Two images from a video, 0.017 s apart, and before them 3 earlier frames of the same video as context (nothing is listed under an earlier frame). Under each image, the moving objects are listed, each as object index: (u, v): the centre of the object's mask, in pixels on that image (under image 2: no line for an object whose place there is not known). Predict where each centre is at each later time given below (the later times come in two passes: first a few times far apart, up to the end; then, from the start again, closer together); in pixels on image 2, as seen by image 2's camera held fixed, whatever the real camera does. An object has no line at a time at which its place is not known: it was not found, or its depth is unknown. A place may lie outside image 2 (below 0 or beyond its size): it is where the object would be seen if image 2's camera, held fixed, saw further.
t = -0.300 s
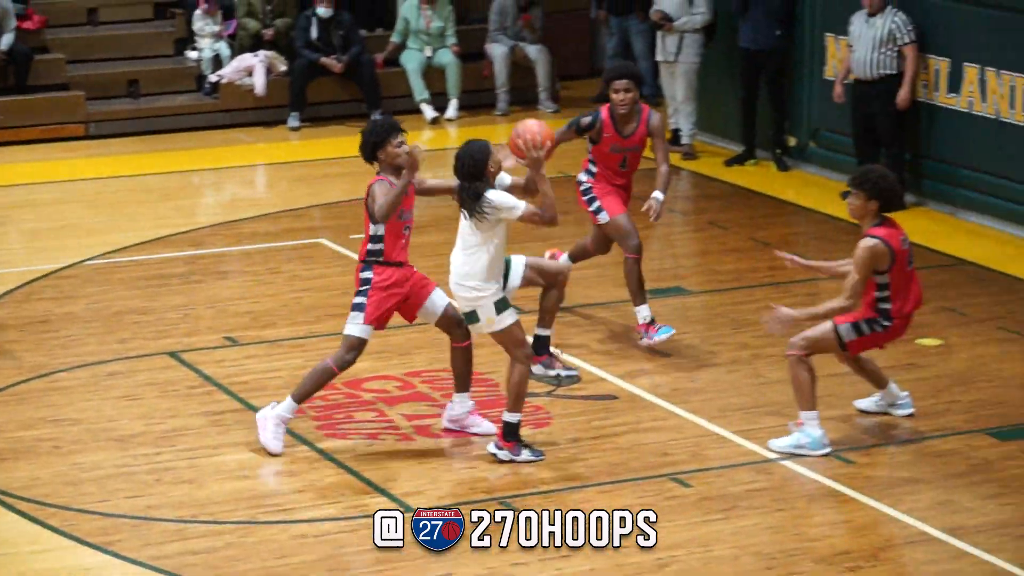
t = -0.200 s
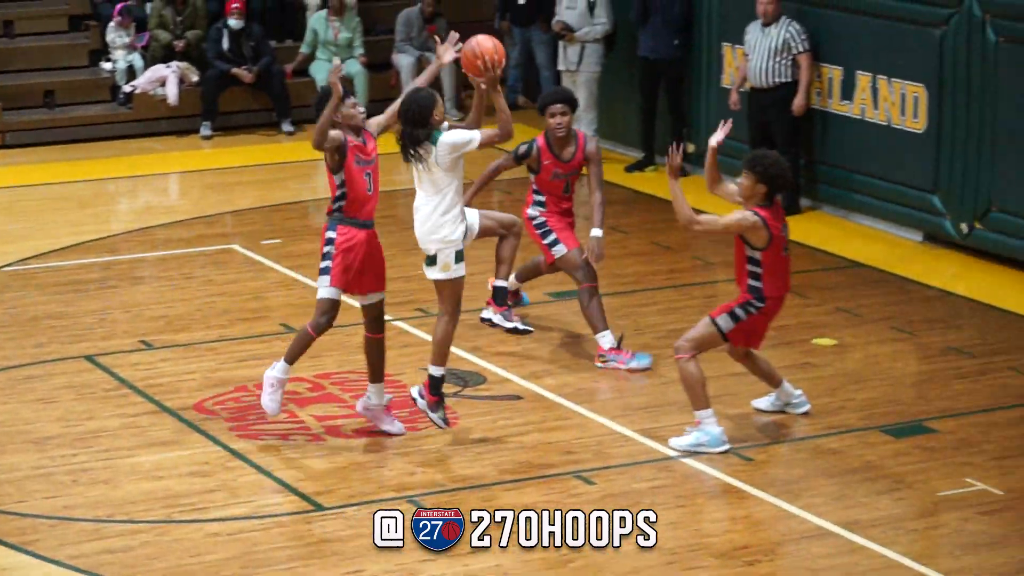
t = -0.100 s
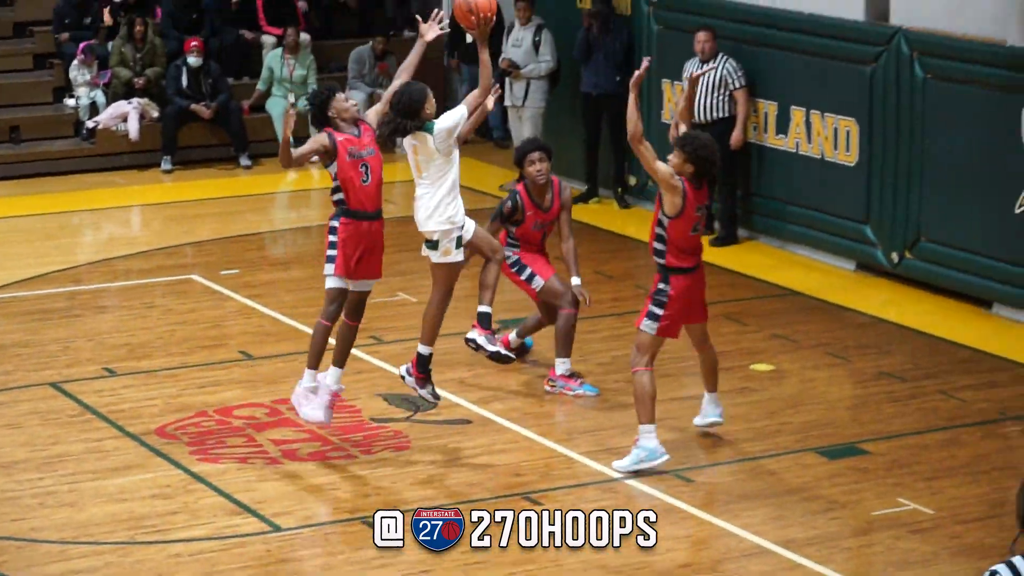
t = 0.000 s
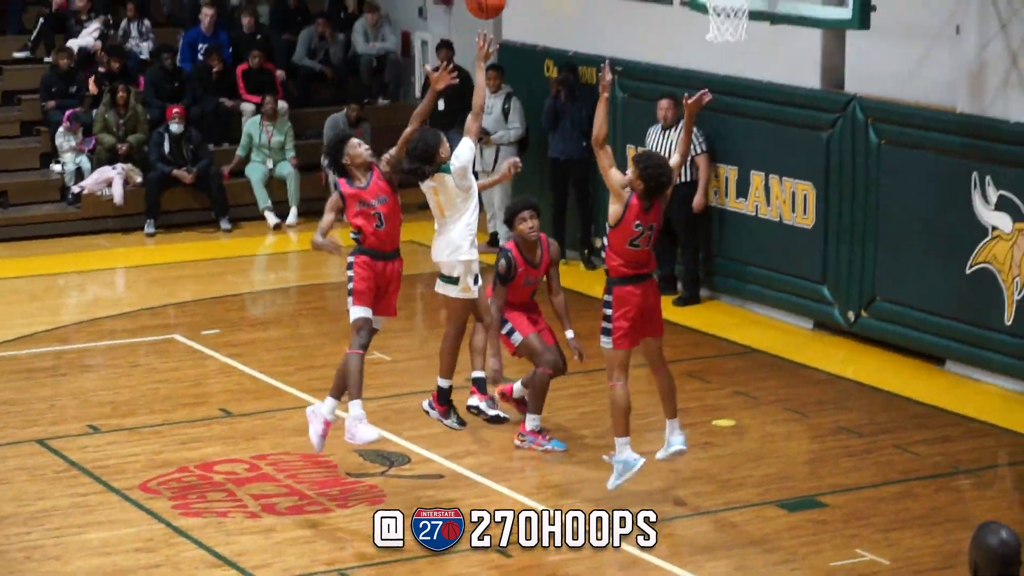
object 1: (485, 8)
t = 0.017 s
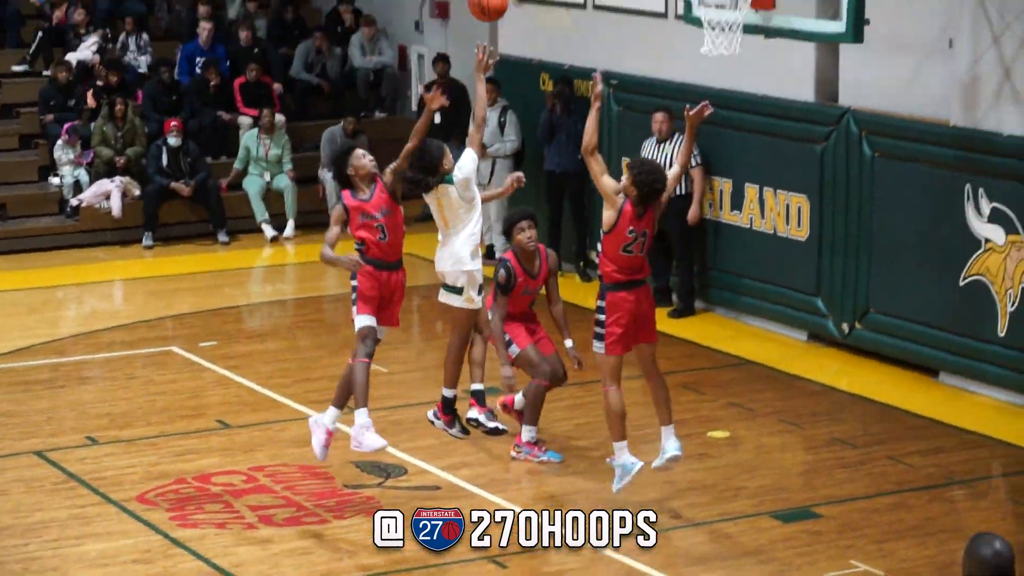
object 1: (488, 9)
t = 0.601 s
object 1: (691, -83)
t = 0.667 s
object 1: (710, -58)
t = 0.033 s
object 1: (495, -3)
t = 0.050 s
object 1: (501, -16)
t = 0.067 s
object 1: (507, -28)
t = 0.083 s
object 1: (513, -39)
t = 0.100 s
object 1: (520, -48)
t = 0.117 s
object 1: (526, -56)
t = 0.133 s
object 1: (532, -64)
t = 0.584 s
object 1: (686, -89)
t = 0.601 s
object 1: (691, -83)
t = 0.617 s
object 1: (696, -78)
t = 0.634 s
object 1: (701, -71)
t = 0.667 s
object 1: (710, -58)
